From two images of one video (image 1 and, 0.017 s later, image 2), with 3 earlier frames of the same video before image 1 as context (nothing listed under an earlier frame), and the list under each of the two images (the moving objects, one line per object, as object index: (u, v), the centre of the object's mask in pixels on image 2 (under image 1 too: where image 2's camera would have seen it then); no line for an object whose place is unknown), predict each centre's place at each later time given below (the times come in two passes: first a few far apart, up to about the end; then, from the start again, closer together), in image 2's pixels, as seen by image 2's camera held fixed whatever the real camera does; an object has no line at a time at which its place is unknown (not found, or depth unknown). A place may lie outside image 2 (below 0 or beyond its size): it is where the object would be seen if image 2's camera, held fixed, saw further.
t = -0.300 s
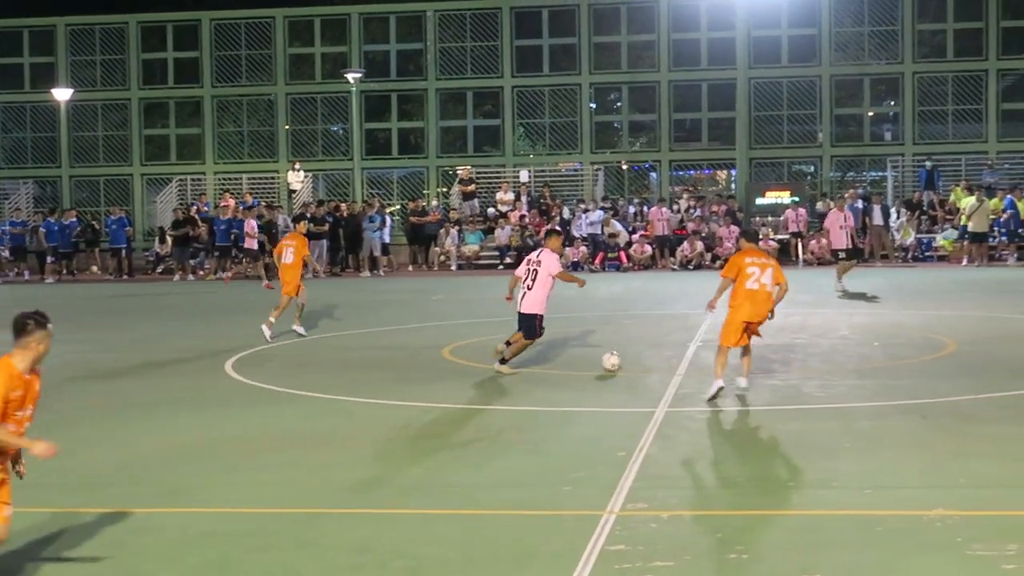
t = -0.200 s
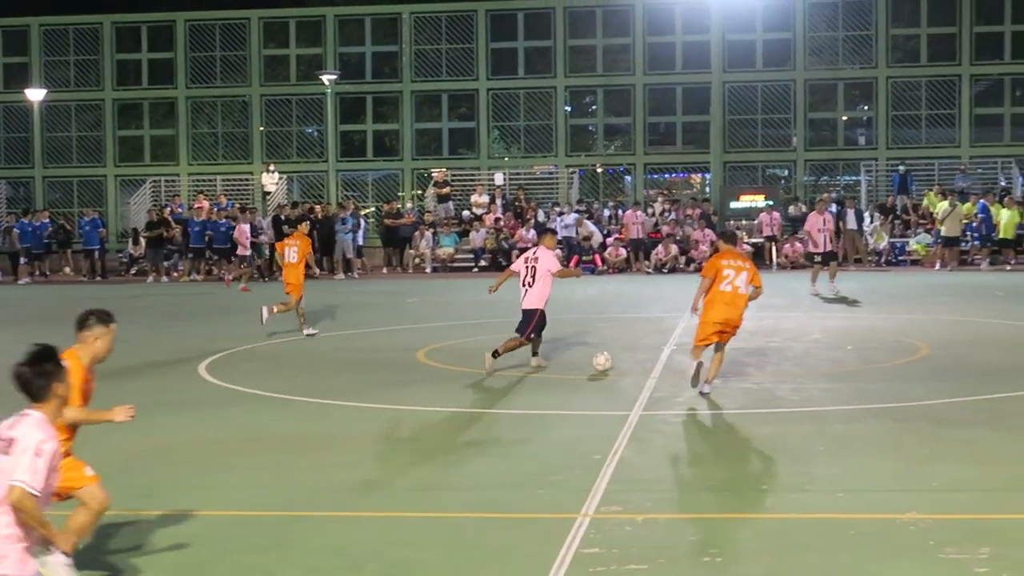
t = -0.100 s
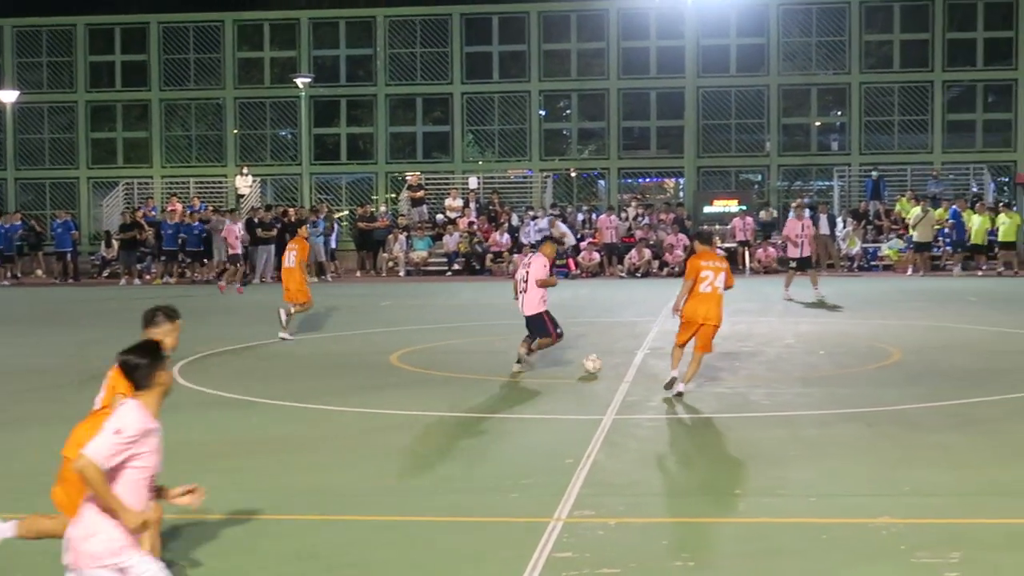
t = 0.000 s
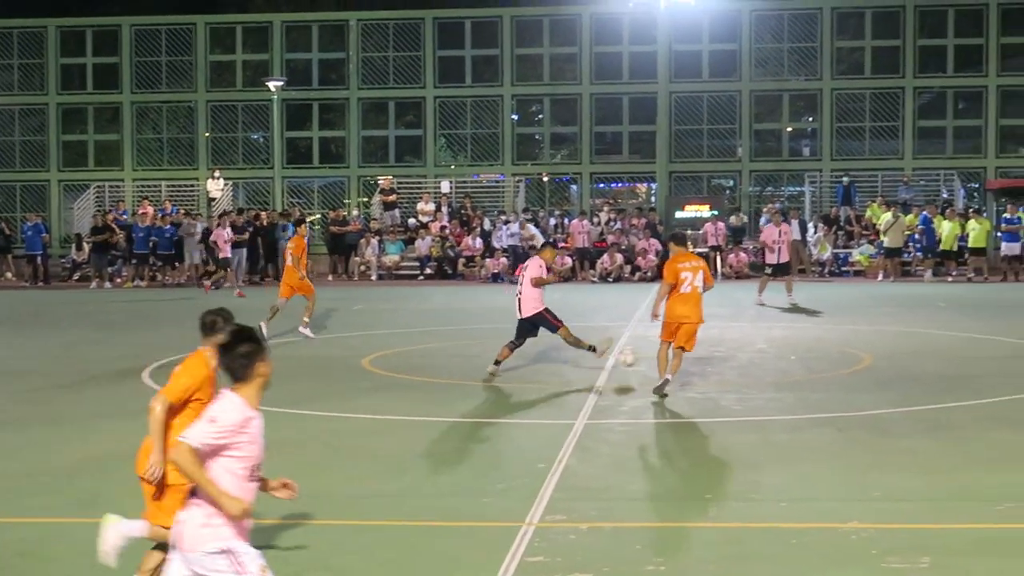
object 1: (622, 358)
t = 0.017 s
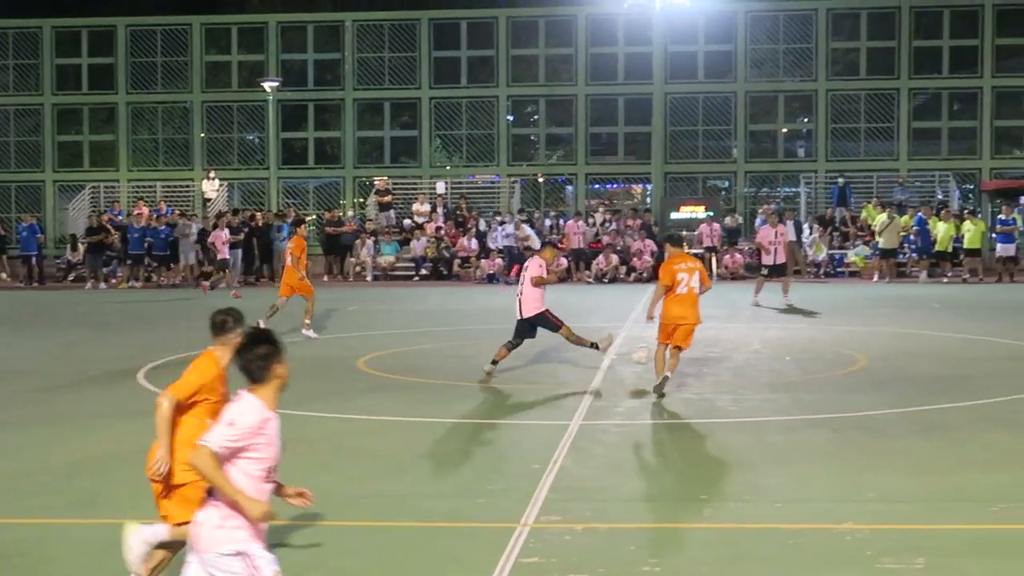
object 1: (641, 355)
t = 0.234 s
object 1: (893, 335)
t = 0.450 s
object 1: (1167, 360)
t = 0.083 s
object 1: (715, 344)
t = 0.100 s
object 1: (736, 342)
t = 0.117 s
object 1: (754, 341)
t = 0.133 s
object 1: (772, 340)
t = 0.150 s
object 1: (794, 337)
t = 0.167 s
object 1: (813, 337)
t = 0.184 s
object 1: (832, 335)
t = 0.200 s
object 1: (853, 335)
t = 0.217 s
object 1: (873, 335)
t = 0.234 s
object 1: (893, 335)
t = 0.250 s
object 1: (912, 335)
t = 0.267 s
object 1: (933, 335)
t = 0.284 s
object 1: (954, 336)
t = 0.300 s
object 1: (974, 337)
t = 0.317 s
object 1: (995, 339)
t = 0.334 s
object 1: (1015, 339)
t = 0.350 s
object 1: (1035, 341)
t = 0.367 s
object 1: (1056, 344)
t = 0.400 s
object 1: (1101, 349)
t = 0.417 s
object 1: (1122, 353)
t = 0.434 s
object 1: (1144, 356)
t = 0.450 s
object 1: (1167, 360)
